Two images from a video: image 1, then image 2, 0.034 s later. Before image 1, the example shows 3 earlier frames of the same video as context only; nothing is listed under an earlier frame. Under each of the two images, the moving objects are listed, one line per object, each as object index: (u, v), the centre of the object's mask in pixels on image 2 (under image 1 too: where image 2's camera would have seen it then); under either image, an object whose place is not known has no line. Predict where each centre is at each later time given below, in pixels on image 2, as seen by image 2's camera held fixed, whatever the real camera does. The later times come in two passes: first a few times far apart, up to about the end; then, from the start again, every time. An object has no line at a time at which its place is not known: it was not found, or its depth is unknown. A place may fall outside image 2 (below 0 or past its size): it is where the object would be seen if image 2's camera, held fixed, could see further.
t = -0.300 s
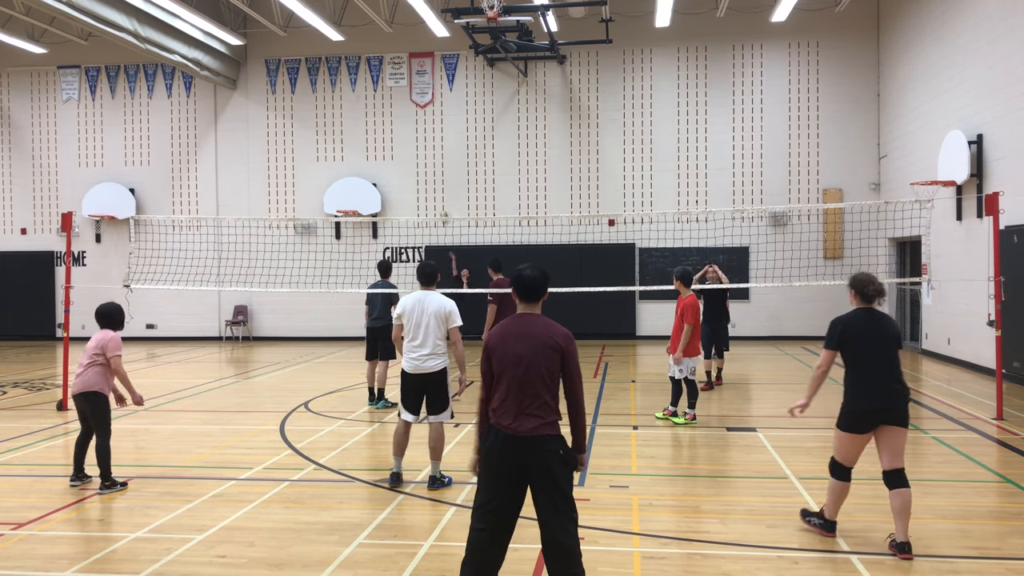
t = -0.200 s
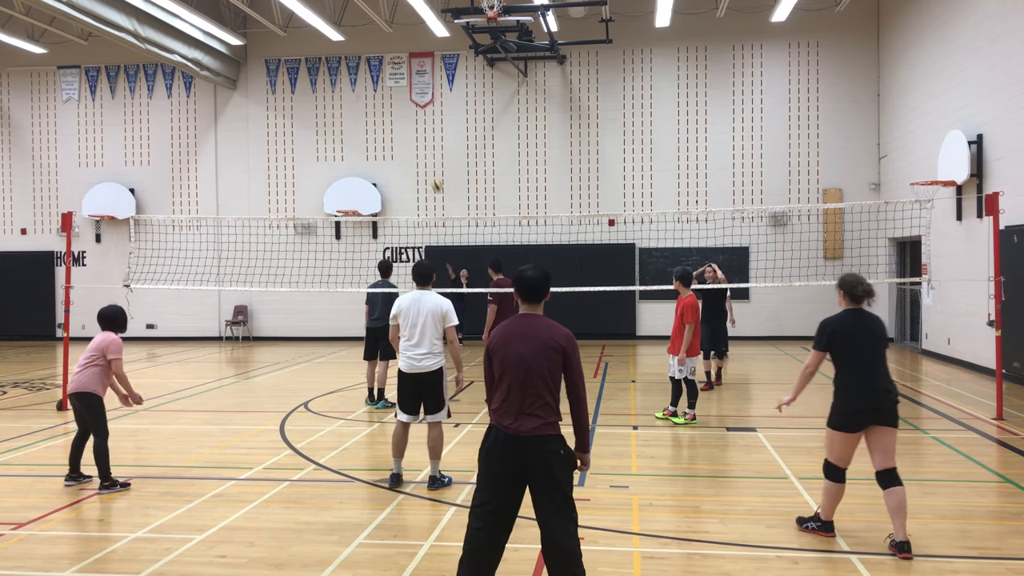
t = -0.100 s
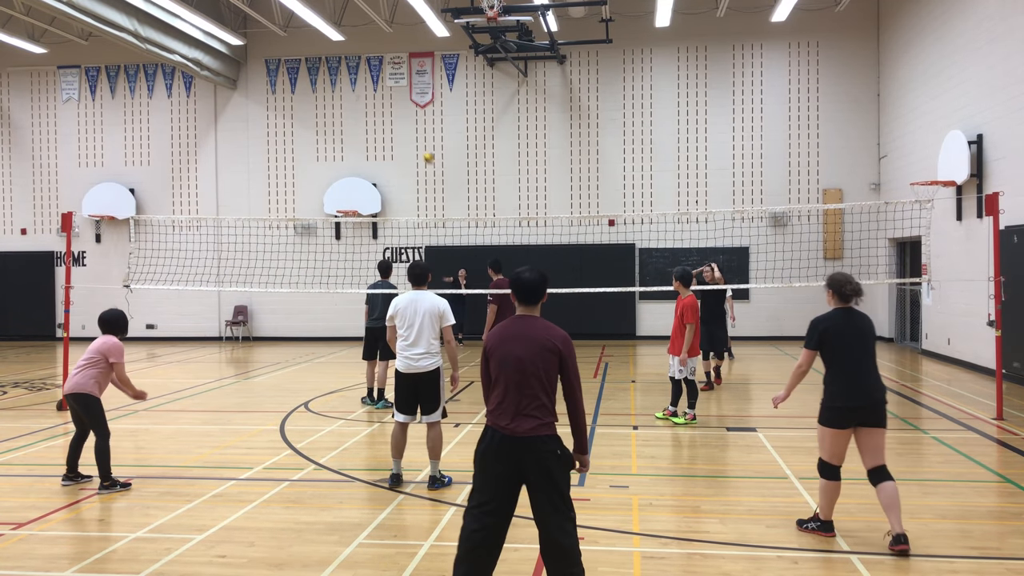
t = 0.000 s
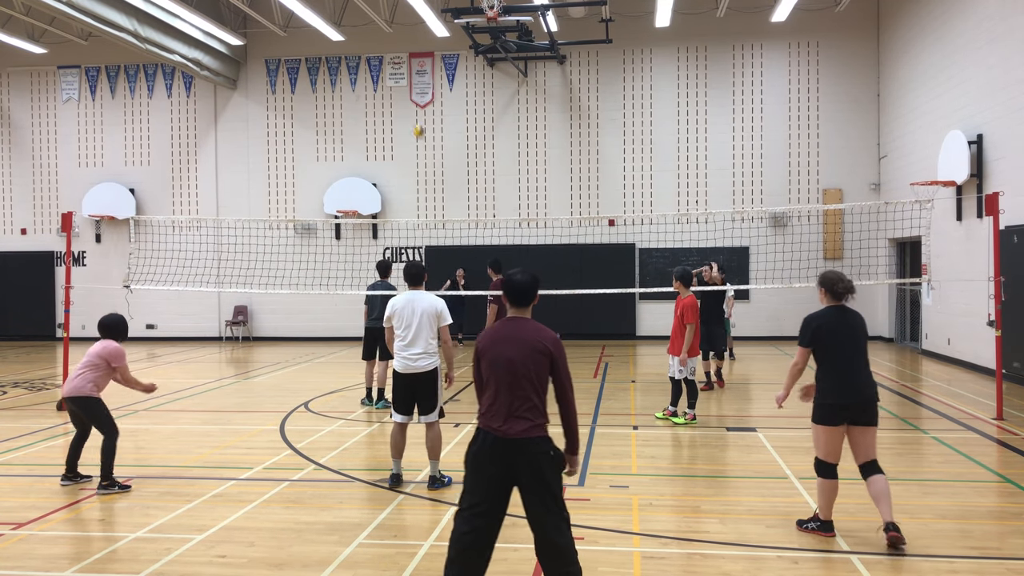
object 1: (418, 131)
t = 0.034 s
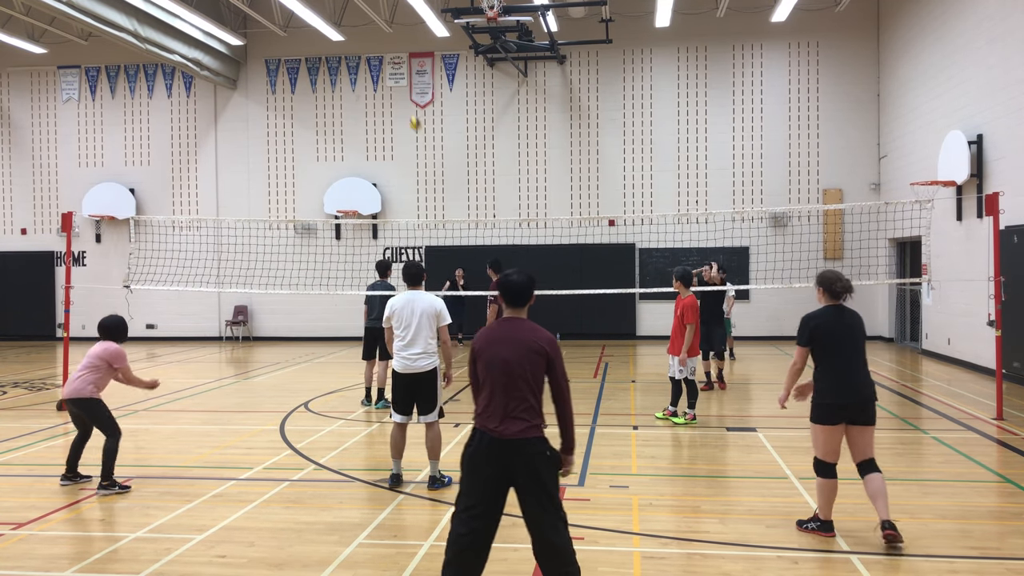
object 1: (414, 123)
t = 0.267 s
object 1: (386, 80)
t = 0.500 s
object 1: (347, 68)
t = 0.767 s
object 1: (294, 106)
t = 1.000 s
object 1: (236, 209)
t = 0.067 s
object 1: (410, 115)
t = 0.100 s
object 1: (407, 108)
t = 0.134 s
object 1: (403, 102)
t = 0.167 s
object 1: (399, 96)
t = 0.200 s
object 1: (395, 90)
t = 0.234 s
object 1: (390, 87)
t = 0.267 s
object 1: (386, 80)
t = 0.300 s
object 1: (381, 76)
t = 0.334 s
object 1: (375, 73)
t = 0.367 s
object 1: (370, 71)
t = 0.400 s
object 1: (365, 69)
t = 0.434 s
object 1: (359, 68)
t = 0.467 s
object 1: (353, 67)
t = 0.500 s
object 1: (347, 68)
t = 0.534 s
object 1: (341, 69)
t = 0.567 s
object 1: (336, 70)
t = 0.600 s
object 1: (329, 73)
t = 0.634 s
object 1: (322, 78)
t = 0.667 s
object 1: (316, 83)
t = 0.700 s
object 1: (309, 90)
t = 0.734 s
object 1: (302, 97)
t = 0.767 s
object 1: (294, 106)
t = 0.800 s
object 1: (286, 117)
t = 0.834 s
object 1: (279, 128)
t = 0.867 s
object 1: (271, 142)
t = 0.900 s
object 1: (262, 157)
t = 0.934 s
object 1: (254, 172)
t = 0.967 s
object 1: (245, 190)
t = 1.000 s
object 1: (236, 209)
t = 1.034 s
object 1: (227, 230)
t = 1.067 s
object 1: (217, 255)
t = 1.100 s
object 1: (206, 282)
